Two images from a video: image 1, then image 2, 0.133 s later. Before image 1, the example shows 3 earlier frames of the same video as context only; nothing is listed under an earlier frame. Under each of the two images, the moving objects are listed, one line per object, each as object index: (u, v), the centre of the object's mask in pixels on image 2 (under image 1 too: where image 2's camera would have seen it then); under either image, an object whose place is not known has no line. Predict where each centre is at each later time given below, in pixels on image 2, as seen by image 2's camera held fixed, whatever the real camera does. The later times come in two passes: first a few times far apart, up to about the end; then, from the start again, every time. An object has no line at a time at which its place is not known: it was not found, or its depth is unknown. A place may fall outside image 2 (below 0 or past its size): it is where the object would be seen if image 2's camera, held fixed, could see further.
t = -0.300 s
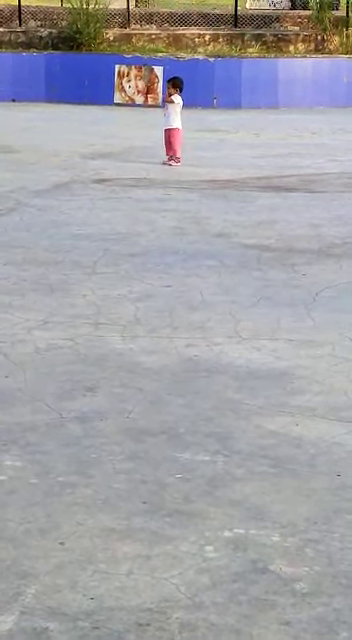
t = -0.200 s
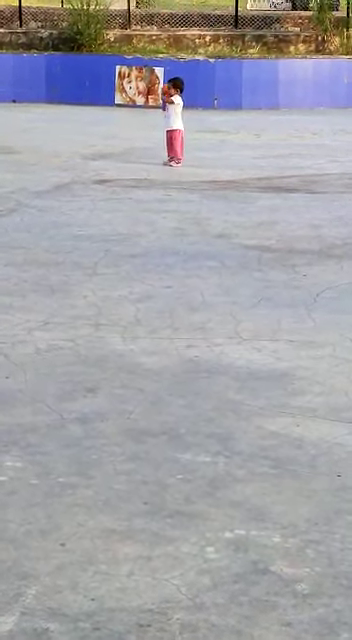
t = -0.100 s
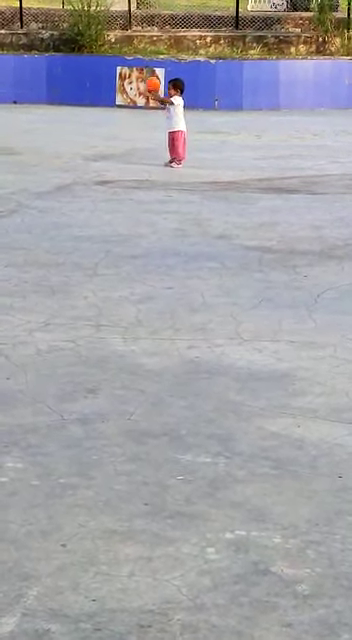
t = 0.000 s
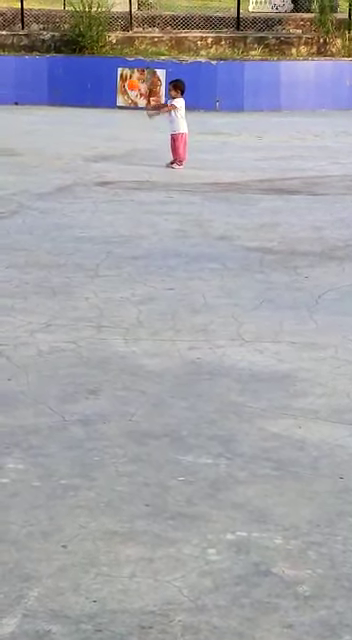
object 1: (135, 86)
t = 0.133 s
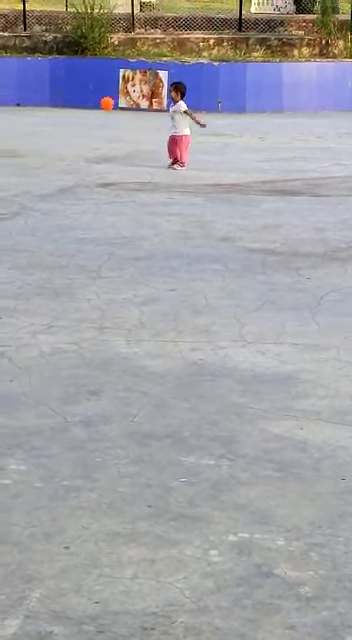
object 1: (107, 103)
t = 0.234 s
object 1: (85, 130)
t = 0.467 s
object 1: (48, 127)
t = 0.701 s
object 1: (19, 106)
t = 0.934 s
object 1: (-9, 148)
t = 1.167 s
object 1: (-39, 130)
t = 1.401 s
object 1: (-69, 131)
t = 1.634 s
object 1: (-100, 155)
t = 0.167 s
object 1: (100, 111)
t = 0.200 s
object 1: (92, 119)
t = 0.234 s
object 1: (85, 130)
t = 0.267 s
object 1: (79, 141)
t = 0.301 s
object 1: (71, 152)
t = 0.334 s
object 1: (65, 165)
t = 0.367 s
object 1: (61, 153)
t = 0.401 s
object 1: (57, 143)
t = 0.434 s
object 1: (53, 134)
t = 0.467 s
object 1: (48, 127)
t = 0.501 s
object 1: (43, 120)
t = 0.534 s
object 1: (39, 114)
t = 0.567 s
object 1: (36, 110)
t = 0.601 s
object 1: (31, 107)
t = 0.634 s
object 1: (27, 106)
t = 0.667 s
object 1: (23, 105)
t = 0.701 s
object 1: (19, 106)
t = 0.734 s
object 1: (14, 108)
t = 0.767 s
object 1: (11, 111)
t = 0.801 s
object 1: (6, 116)
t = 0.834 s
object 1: (3, 123)
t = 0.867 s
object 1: (-1, 130)
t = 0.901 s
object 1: (-6, 138)
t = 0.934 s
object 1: (-9, 148)
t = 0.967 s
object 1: (-13, 158)
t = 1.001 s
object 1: (-17, 167)
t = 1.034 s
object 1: (-22, 157)
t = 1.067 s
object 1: (-26, 149)
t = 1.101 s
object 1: (-30, 141)
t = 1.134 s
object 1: (-35, 135)
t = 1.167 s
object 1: (-39, 130)
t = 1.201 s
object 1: (-44, 126)
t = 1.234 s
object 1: (-48, 124)
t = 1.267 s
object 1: (-52, 123)
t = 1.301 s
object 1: (-57, 123)
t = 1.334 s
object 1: (-61, 124)
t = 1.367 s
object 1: (-65, 127)
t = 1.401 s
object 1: (-69, 131)
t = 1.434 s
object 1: (-73, 136)
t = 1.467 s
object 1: (-77, 143)
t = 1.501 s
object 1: (-82, 151)
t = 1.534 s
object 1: (-86, 159)
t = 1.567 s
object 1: (-90, 170)
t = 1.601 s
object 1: (-94, 163)
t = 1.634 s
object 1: (-100, 155)
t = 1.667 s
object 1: (-104, 149)
